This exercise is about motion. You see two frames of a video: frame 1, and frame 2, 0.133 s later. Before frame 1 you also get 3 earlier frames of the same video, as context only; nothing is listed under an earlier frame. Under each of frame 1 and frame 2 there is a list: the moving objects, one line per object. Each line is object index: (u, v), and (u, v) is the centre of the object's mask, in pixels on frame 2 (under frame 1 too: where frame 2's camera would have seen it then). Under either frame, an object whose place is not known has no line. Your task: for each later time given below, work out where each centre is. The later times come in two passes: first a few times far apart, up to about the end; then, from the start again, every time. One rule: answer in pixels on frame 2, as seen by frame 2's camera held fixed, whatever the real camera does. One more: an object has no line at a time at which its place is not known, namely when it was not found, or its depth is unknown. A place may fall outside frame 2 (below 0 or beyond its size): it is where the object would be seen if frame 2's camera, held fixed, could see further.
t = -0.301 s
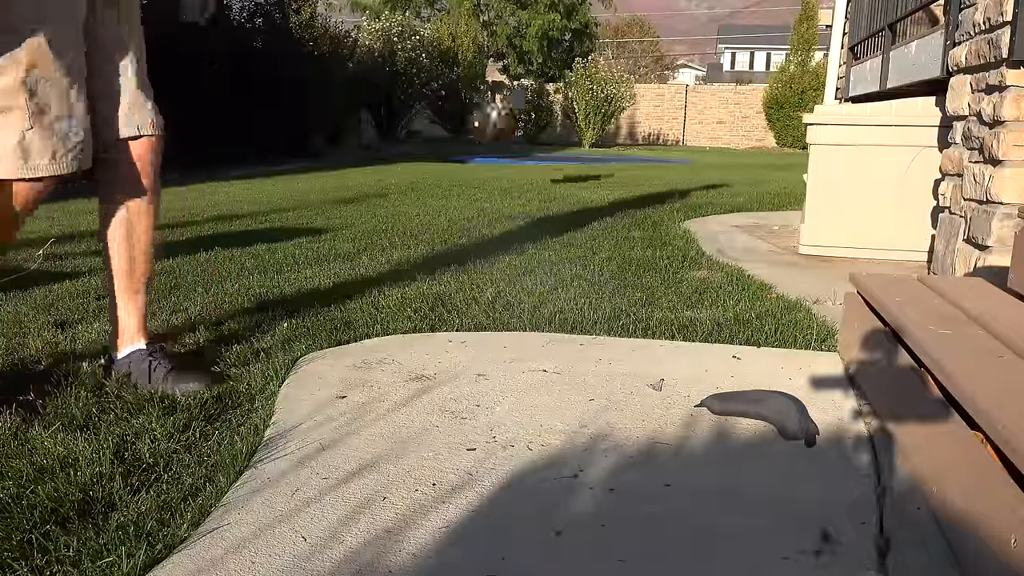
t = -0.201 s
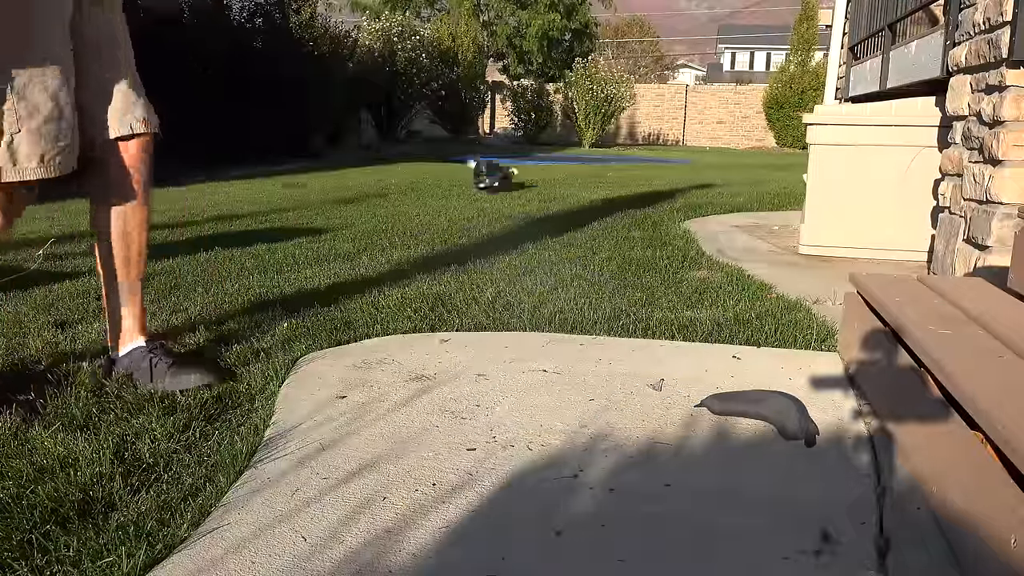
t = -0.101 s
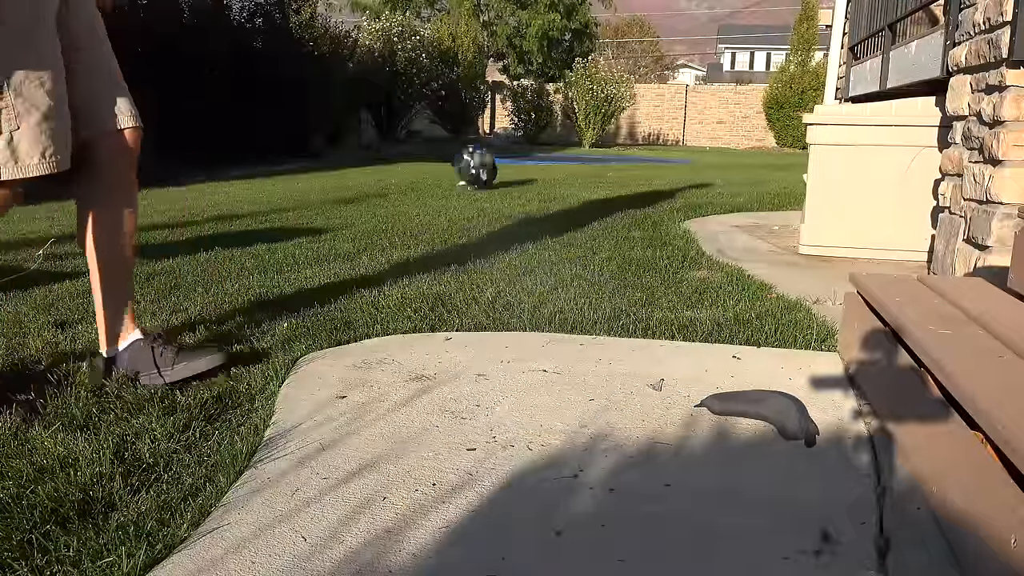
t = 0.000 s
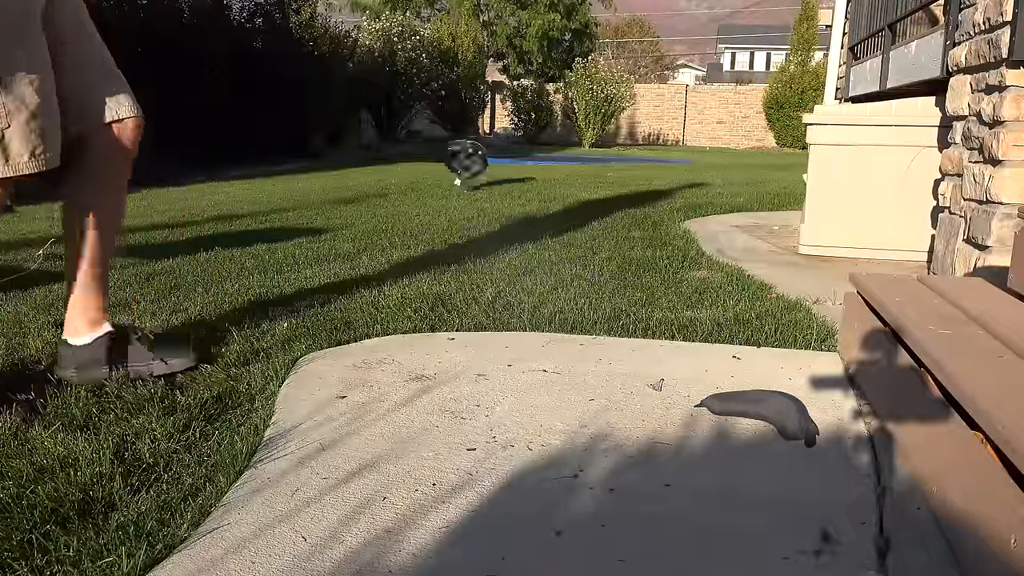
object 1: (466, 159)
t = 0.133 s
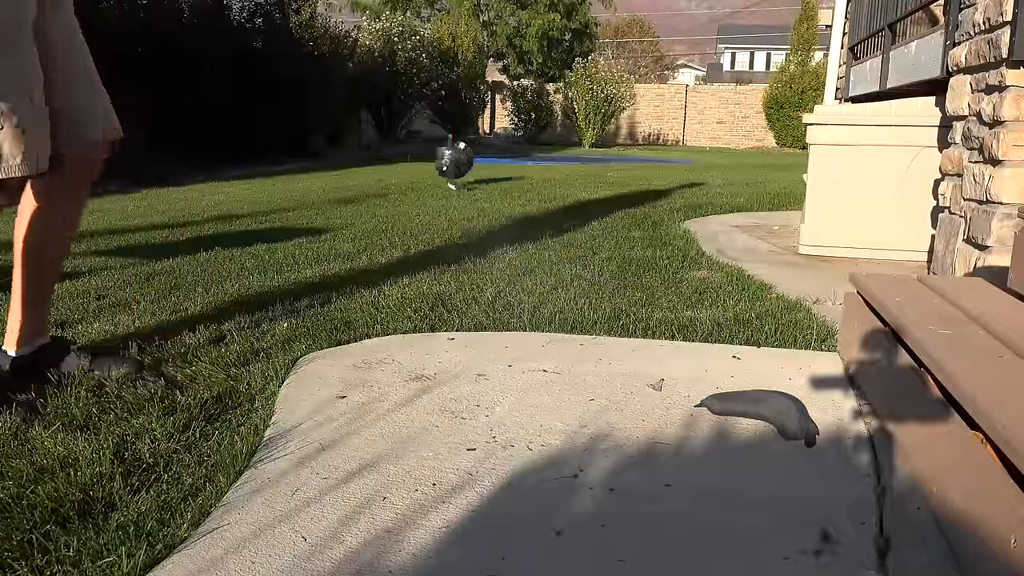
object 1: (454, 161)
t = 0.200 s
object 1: (442, 169)
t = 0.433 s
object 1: (427, 165)
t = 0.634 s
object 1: (415, 163)
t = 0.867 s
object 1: (402, 164)
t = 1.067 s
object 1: (399, 165)
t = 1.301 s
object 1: (392, 161)
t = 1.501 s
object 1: (386, 163)
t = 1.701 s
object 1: (379, 161)
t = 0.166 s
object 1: (448, 166)
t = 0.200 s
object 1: (442, 169)
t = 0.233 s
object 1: (438, 170)
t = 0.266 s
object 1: (437, 170)
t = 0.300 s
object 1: (435, 168)
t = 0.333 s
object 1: (434, 165)
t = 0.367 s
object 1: (432, 165)
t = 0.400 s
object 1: (430, 165)
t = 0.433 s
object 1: (427, 165)
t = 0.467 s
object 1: (425, 166)
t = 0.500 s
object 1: (424, 165)
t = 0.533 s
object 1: (423, 164)
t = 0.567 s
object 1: (421, 163)
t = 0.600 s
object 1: (420, 165)
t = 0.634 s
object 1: (415, 163)
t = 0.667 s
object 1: (413, 165)
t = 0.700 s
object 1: (410, 165)
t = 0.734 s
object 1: (407, 164)
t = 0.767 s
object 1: (405, 164)
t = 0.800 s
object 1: (404, 164)
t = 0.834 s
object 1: (403, 164)
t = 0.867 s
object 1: (402, 164)
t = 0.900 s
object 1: (401, 164)
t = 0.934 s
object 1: (401, 165)
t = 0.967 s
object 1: (401, 165)
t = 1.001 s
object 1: (401, 166)
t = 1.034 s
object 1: (401, 165)
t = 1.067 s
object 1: (399, 165)
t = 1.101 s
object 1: (398, 164)
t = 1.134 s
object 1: (397, 164)
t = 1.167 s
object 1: (397, 163)
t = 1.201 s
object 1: (396, 162)
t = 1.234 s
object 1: (395, 162)
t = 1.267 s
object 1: (394, 161)
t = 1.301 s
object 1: (392, 161)
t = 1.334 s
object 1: (392, 163)
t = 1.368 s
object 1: (391, 163)
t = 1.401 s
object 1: (390, 163)
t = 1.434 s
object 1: (389, 163)
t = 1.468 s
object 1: (388, 163)
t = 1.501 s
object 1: (386, 163)
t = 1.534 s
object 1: (384, 163)
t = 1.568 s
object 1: (383, 163)
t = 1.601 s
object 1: (382, 163)
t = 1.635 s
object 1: (381, 163)
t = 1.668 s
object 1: (380, 162)
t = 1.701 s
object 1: (379, 161)
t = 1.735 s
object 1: (378, 161)
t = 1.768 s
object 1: (378, 160)
